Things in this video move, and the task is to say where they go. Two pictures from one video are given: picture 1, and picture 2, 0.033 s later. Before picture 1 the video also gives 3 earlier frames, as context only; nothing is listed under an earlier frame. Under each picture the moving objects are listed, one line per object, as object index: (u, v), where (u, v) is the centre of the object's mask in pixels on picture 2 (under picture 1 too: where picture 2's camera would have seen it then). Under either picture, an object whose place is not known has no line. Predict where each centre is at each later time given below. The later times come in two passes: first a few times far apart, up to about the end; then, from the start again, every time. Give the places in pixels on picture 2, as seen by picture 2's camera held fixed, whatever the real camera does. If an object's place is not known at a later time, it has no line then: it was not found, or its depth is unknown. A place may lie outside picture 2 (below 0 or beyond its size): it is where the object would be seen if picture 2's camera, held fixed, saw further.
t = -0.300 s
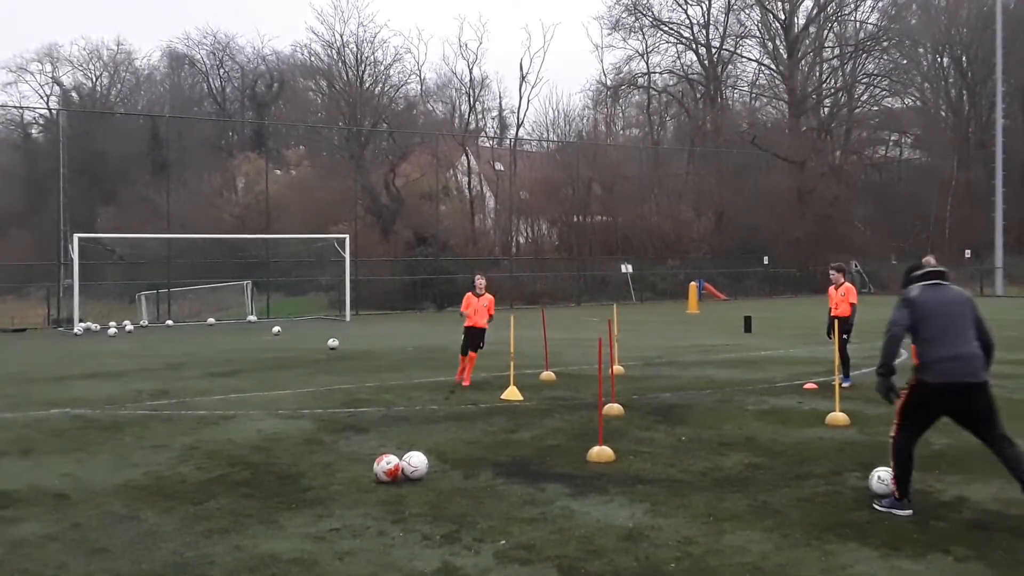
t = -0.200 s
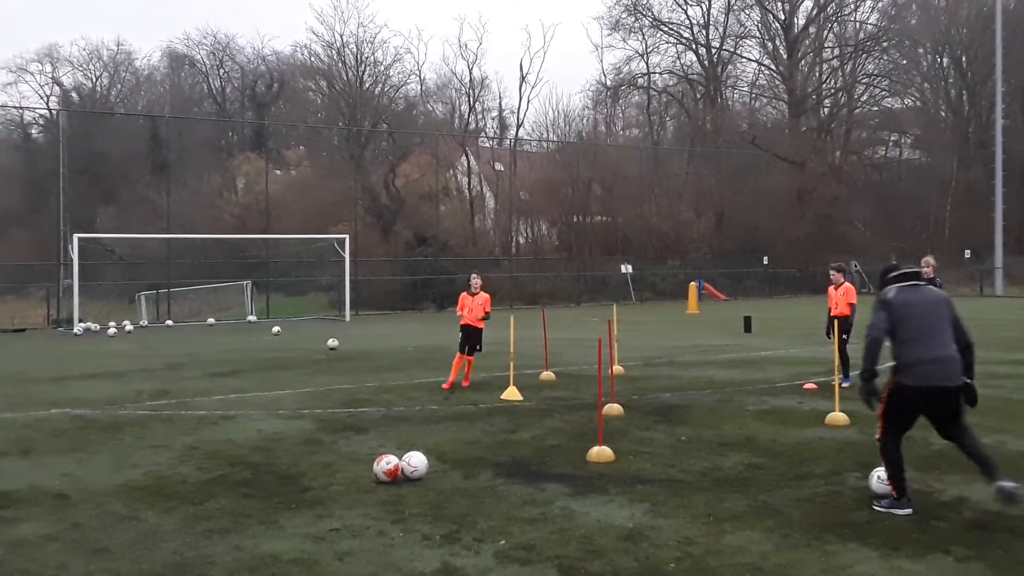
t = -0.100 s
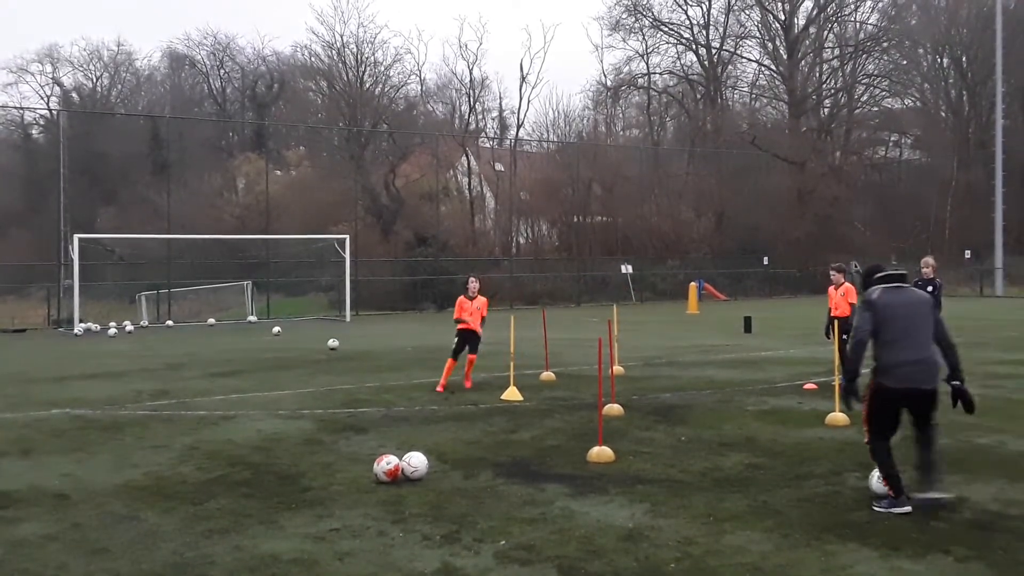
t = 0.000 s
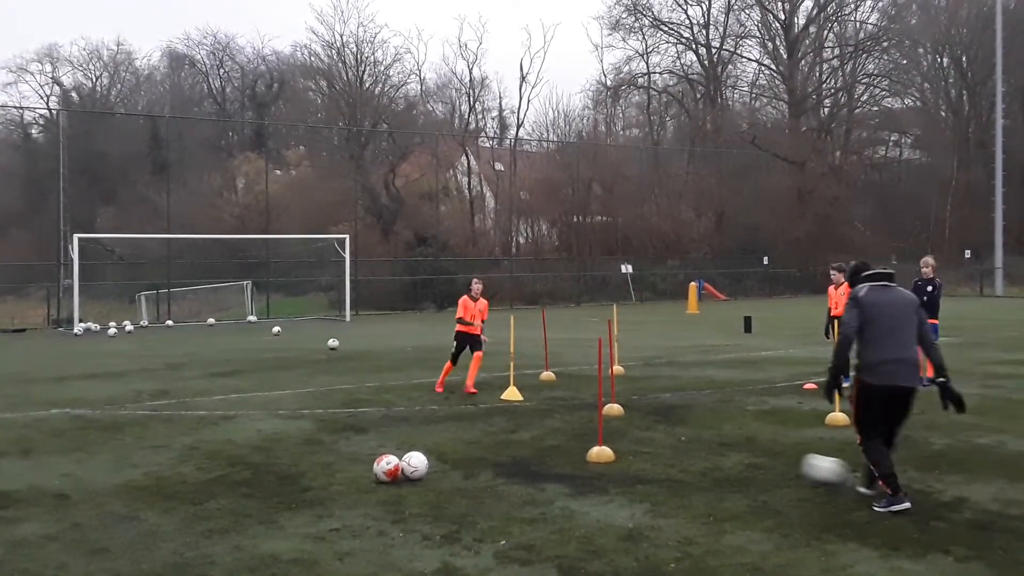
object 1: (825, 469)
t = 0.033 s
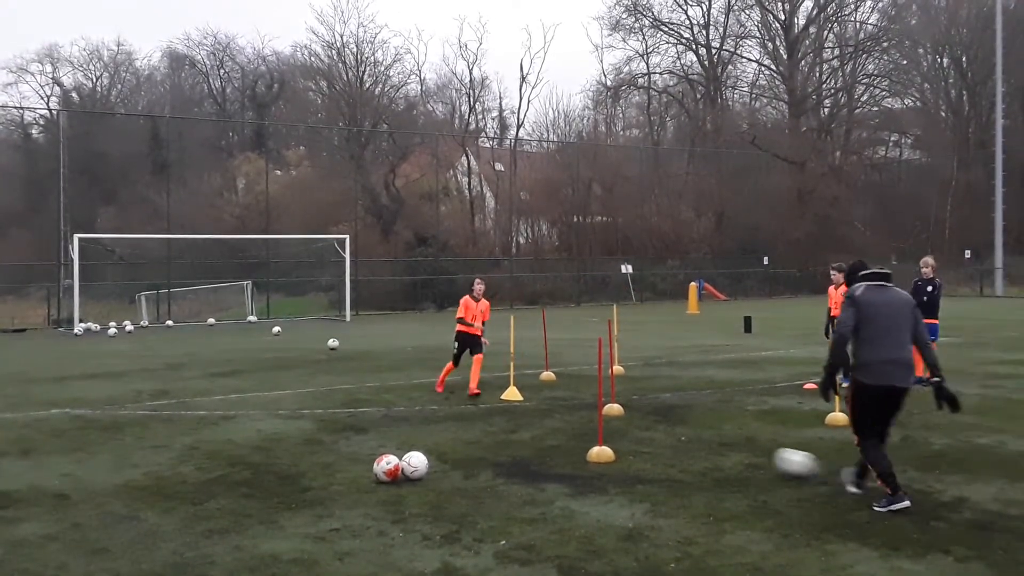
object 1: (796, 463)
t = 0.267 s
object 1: (648, 432)
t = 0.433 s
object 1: (580, 416)
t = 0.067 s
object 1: (770, 458)
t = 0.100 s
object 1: (745, 452)
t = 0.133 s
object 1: (723, 447)
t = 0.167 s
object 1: (701, 442)
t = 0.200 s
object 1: (682, 439)
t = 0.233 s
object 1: (665, 435)
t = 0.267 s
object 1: (648, 432)
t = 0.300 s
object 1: (632, 429)
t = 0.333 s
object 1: (618, 426)
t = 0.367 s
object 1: (605, 422)
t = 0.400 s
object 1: (589, 418)
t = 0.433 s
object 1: (580, 416)
